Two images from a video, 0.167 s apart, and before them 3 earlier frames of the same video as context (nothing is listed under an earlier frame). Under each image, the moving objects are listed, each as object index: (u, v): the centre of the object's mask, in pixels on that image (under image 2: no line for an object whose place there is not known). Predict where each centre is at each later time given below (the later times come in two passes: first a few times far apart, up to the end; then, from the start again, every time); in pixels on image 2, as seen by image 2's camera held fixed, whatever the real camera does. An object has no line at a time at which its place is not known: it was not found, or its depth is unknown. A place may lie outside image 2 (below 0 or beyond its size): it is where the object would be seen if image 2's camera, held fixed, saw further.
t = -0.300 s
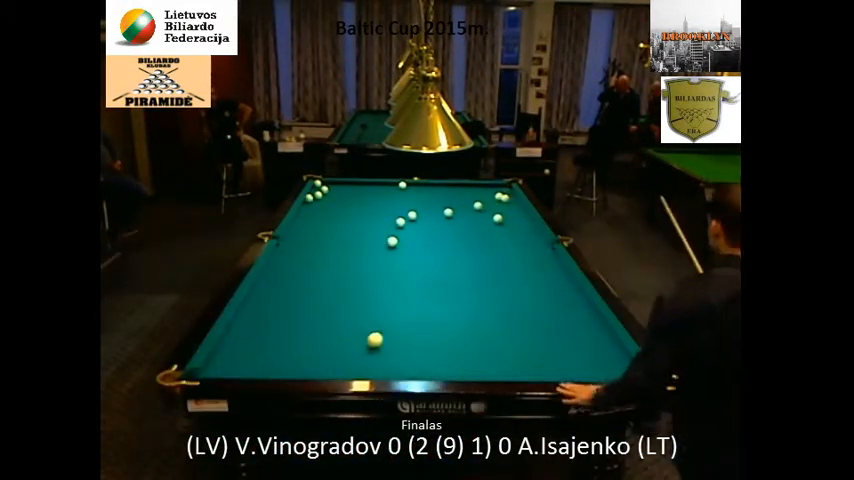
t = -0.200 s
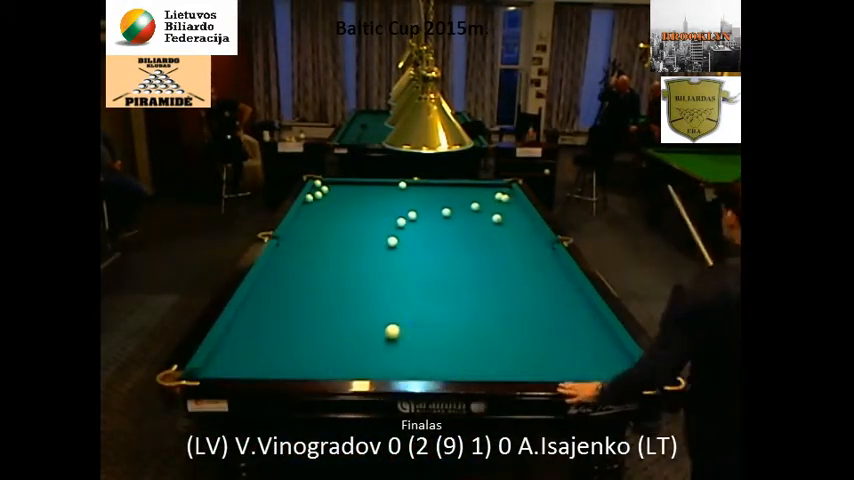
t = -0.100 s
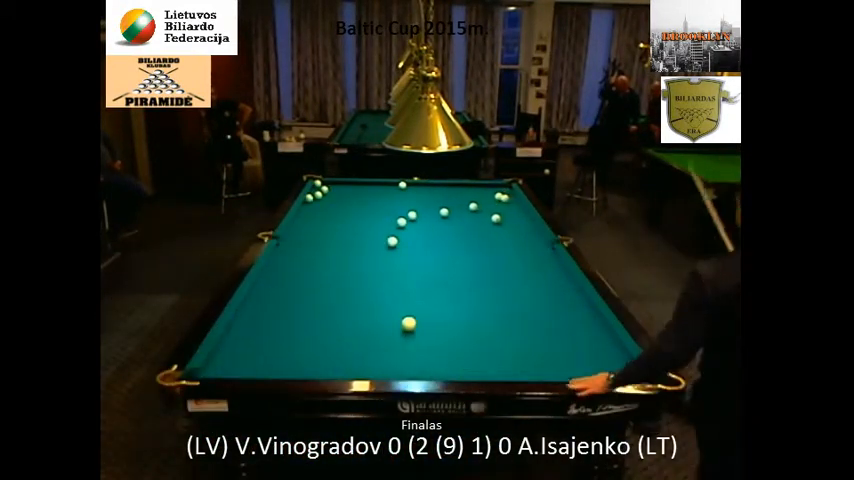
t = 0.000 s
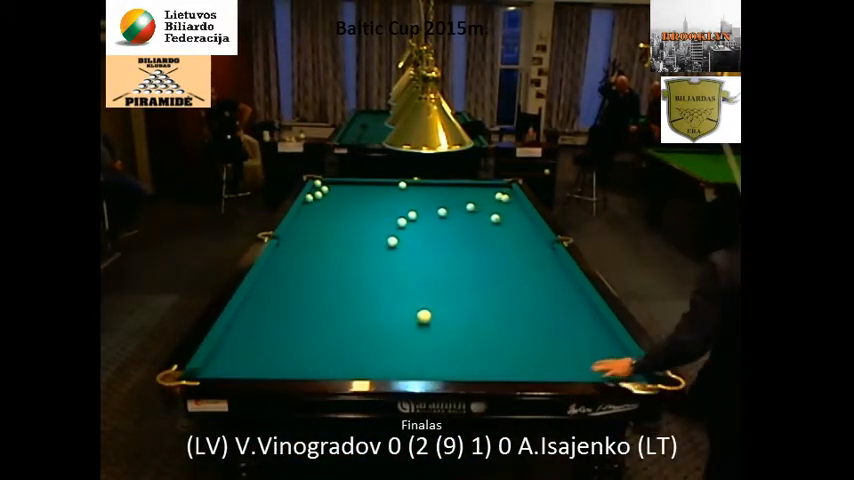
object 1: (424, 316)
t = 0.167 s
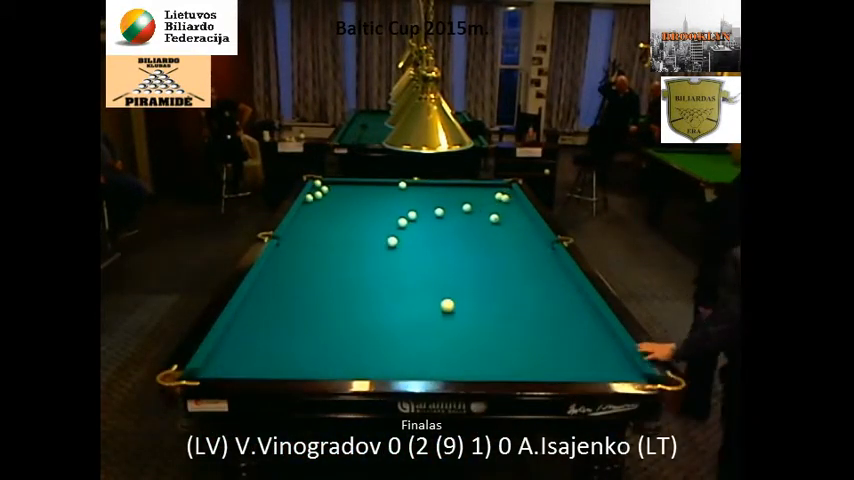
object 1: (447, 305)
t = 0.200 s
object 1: (452, 303)
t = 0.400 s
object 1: (477, 292)
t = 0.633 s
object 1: (503, 279)
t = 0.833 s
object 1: (523, 269)
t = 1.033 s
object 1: (541, 261)
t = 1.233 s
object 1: (552, 254)
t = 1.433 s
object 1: (536, 248)
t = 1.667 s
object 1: (520, 242)
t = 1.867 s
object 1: (507, 238)
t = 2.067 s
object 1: (495, 233)
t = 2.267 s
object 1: (484, 229)
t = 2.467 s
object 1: (473, 225)
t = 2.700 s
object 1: (462, 221)
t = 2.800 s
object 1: (457, 220)
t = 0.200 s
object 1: (452, 303)
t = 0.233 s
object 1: (456, 301)
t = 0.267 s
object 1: (460, 299)
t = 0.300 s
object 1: (465, 297)
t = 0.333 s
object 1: (469, 296)
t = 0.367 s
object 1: (473, 293)
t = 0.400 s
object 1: (477, 292)
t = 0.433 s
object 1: (481, 290)
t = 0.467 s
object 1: (484, 288)
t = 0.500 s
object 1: (488, 286)
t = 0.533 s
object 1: (492, 284)
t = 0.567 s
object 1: (495, 283)
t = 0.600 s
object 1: (499, 281)
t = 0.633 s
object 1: (503, 279)
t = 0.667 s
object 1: (506, 278)
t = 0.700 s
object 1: (509, 276)
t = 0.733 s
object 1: (513, 274)
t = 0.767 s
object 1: (516, 273)
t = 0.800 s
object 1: (520, 271)
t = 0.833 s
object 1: (523, 269)
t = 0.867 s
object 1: (526, 268)
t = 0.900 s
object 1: (529, 267)
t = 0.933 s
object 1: (532, 265)
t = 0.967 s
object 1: (535, 264)
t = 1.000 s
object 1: (538, 262)
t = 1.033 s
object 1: (541, 261)
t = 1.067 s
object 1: (544, 260)
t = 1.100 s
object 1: (547, 258)
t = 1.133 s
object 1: (549, 257)
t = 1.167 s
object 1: (552, 256)
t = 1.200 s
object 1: (554, 255)
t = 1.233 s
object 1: (552, 254)
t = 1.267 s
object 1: (549, 253)
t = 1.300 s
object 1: (547, 252)
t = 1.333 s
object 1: (544, 251)
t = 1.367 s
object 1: (542, 250)
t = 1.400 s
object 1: (539, 249)
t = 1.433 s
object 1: (536, 248)
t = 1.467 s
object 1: (534, 247)
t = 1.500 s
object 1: (532, 246)
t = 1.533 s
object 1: (529, 246)
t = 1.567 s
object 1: (527, 245)
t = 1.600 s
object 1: (524, 244)
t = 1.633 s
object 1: (522, 243)
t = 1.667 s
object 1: (520, 242)
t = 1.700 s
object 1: (518, 241)
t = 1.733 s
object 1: (515, 241)
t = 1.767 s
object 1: (513, 240)
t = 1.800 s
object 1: (511, 239)
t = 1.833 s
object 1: (509, 238)
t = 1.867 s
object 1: (507, 238)
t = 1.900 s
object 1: (505, 237)
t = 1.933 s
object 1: (503, 236)
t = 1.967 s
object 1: (501, 235)
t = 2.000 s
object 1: (499, 235)
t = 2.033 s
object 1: (497, 234)
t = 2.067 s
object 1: (495, 233)
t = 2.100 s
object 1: (493, 233)
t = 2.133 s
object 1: (491, 232)
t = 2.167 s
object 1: (489, 231)
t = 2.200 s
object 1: (487, 231)
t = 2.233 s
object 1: (486, 230)
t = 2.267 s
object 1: (484, 229)
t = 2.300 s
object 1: (482, 229)
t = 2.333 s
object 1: (480, 228)
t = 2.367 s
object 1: (478, 227)
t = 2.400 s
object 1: (477, 227)
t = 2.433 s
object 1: (475, 226)
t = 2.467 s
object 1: (473, 225)
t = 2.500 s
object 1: (471, 225)
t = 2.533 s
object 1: (470, 224)
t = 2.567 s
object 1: (468, 224)
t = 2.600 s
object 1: (466, 223)
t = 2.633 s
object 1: (465, 222)
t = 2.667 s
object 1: (463, 222)
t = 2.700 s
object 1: (462, 221)
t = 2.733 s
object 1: (460, 221)
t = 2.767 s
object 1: (459, 220)
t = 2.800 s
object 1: (457, 220)
